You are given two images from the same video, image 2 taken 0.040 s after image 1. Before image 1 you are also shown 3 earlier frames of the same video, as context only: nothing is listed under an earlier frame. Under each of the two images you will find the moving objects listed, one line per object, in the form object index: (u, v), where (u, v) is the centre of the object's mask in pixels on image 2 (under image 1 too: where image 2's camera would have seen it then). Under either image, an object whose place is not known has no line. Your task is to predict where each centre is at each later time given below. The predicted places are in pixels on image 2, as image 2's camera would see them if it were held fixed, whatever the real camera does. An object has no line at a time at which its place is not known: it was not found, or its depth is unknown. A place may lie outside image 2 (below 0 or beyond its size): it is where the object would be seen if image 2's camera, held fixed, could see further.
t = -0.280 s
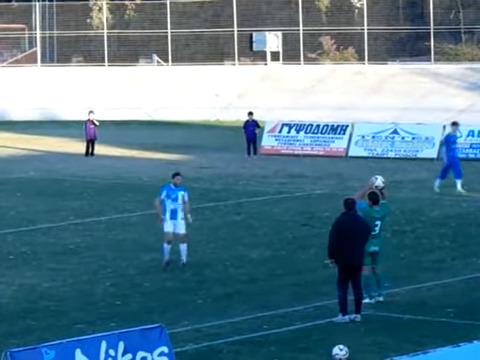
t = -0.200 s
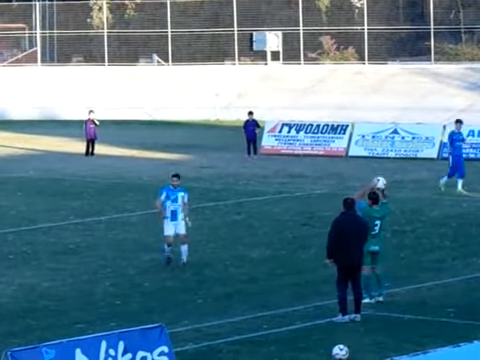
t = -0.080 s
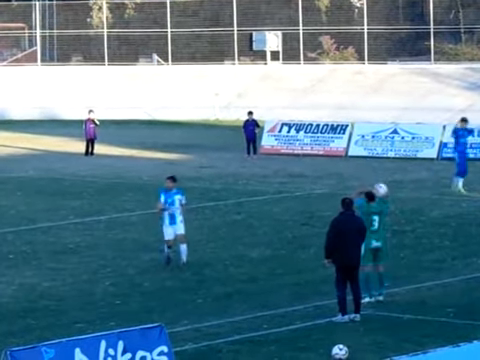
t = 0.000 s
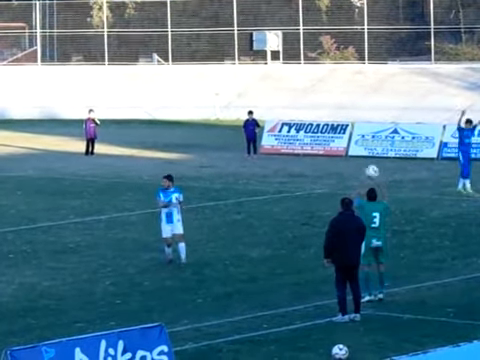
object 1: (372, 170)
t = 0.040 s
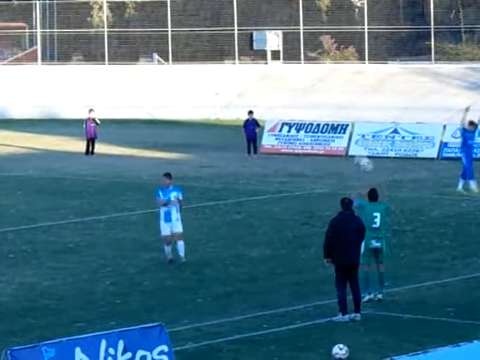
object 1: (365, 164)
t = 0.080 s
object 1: (360, 160)
